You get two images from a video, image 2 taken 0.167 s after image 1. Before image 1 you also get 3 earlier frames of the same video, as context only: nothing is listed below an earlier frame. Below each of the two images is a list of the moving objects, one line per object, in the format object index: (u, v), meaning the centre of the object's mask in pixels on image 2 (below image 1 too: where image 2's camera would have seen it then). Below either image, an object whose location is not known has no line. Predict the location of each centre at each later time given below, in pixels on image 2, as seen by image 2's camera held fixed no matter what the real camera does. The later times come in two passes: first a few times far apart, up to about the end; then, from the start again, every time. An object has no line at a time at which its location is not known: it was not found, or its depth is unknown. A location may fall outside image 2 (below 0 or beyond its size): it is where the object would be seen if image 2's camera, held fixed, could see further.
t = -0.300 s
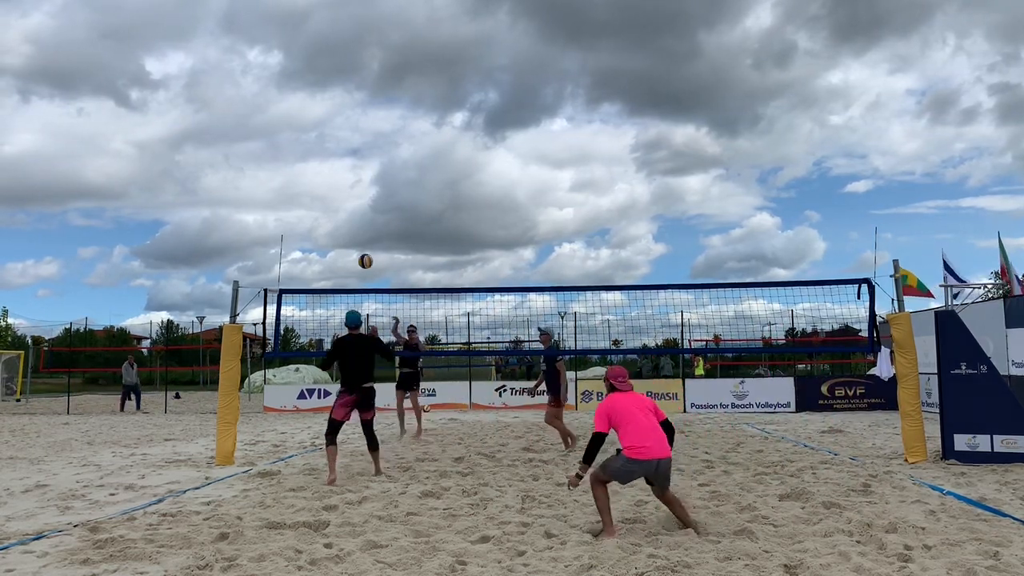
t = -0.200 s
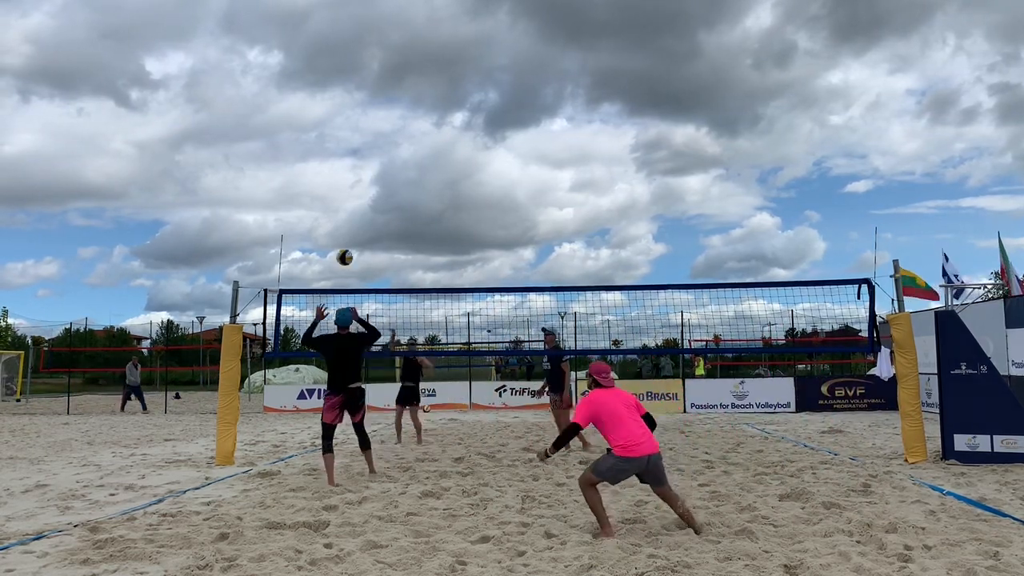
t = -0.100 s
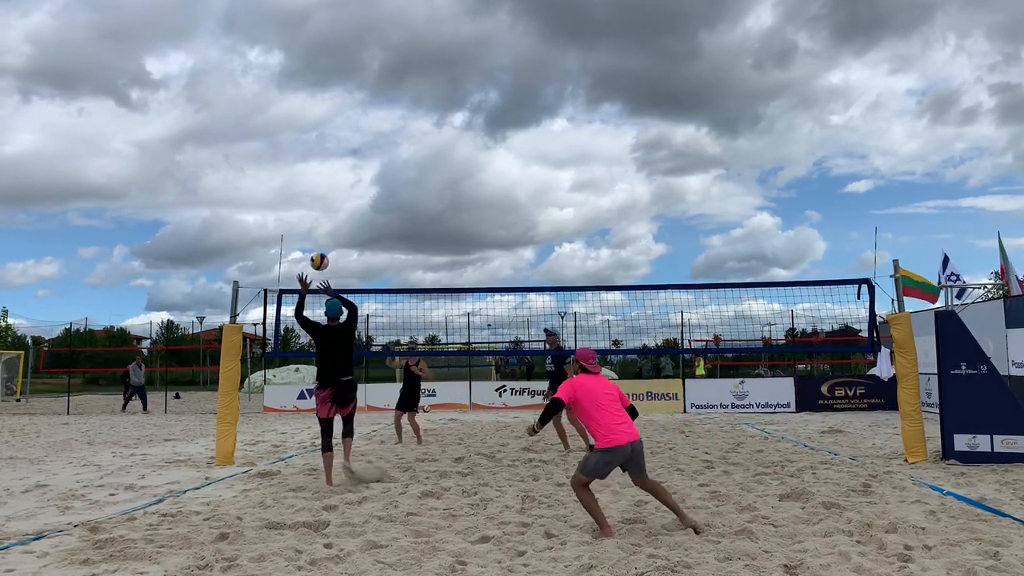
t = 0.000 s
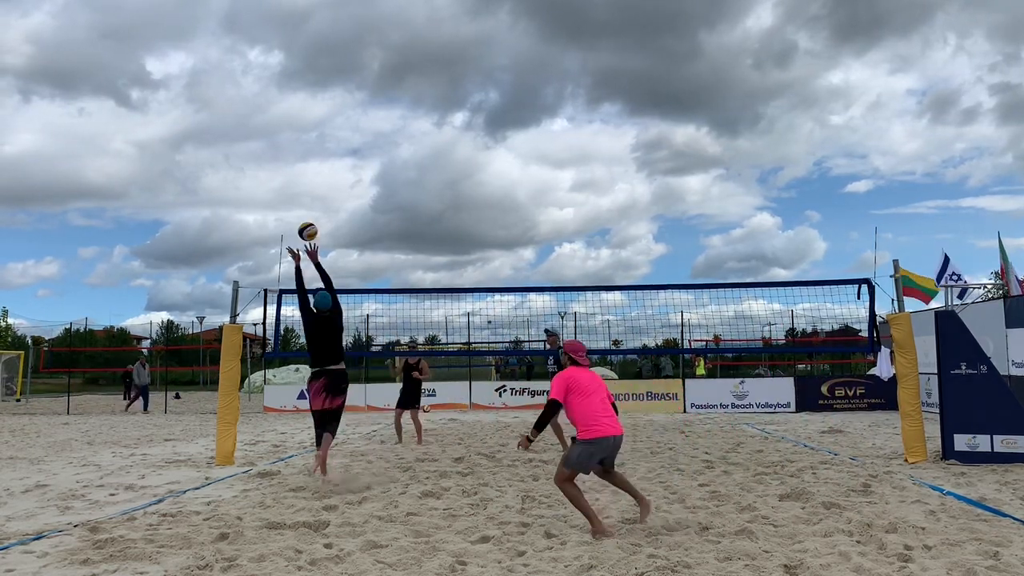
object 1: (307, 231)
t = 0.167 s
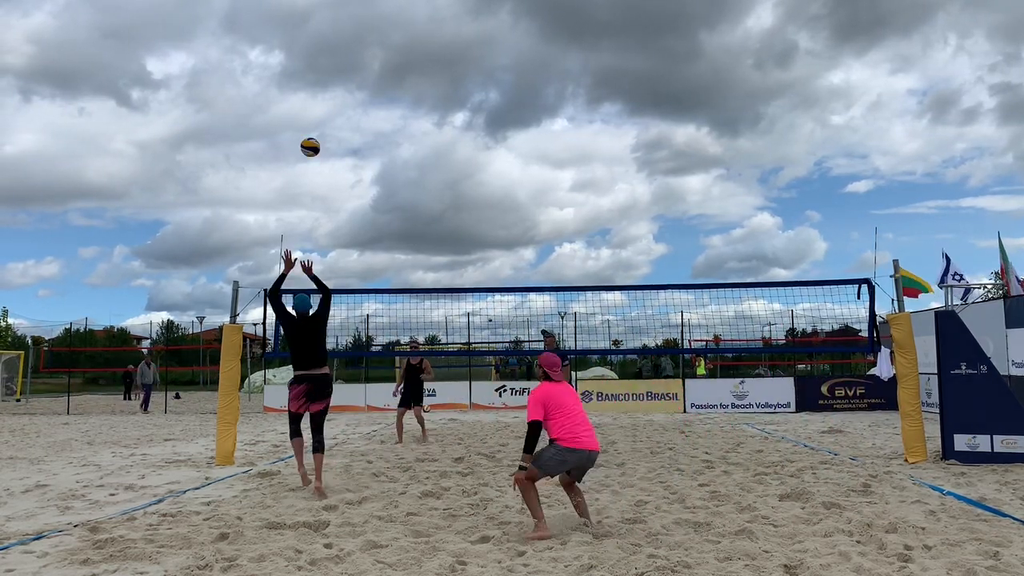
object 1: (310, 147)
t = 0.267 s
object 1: (312, 108)
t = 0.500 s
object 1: (320, 47)
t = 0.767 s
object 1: (331, 36)
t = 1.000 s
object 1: (341, 80)
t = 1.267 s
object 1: (356, 198)
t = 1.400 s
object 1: (362, 286)
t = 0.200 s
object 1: (311, 133)
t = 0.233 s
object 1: (311, 120)
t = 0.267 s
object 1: (312, 108)
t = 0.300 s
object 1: (313, 96)
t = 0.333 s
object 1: (314, 86)
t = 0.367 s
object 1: (315, 76)
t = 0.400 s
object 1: (316, 67)
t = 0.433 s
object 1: (318, 60)
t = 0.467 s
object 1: (319, 53)
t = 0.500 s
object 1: (320, 47)
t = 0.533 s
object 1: (321, 43)
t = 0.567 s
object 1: (323, 39)
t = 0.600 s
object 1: (324, 36)
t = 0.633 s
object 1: (325, 34)
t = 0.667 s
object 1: (327, 33)
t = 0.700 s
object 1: (328, 33)
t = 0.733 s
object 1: (329, 34)
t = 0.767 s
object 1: (331, 36)
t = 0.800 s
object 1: (332, 39)
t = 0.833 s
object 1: (334, 43)
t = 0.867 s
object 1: (335, 49)
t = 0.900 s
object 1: (337, 55)
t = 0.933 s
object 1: (338, 63)
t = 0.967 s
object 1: (339, 71)
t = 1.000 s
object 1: (341, 80)
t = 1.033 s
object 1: (343, 90)
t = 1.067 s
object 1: (345, 102)
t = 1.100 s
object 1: (347, 115)
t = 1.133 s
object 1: (348, 129)
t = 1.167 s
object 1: (350, 145)
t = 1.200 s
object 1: (352, 161)
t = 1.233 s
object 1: (354, 179)
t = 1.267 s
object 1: (356, 198)
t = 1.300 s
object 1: (358, 218)
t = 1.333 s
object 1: (359, 239)
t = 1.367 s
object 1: (361, 262)
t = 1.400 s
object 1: (362, 286)
